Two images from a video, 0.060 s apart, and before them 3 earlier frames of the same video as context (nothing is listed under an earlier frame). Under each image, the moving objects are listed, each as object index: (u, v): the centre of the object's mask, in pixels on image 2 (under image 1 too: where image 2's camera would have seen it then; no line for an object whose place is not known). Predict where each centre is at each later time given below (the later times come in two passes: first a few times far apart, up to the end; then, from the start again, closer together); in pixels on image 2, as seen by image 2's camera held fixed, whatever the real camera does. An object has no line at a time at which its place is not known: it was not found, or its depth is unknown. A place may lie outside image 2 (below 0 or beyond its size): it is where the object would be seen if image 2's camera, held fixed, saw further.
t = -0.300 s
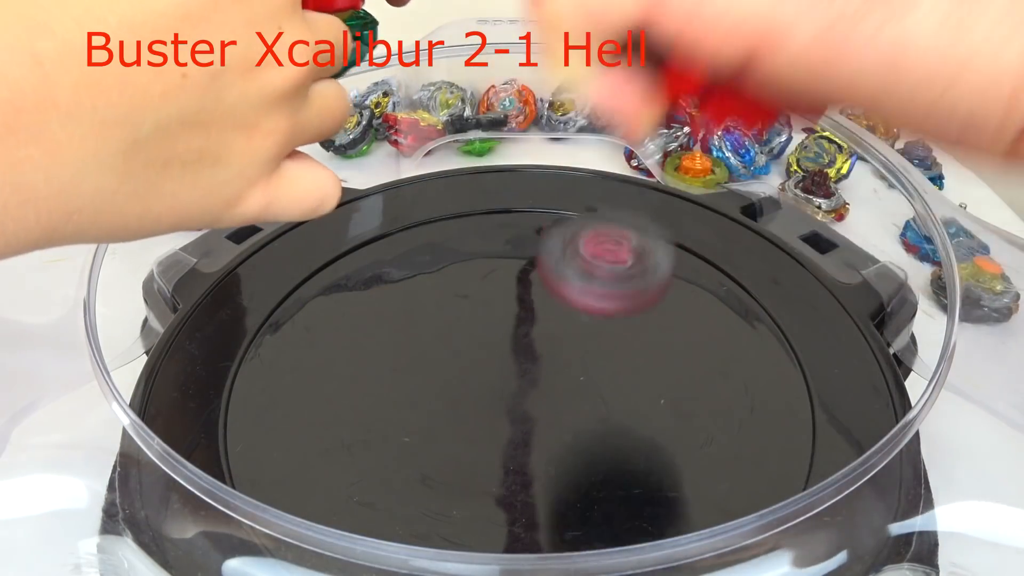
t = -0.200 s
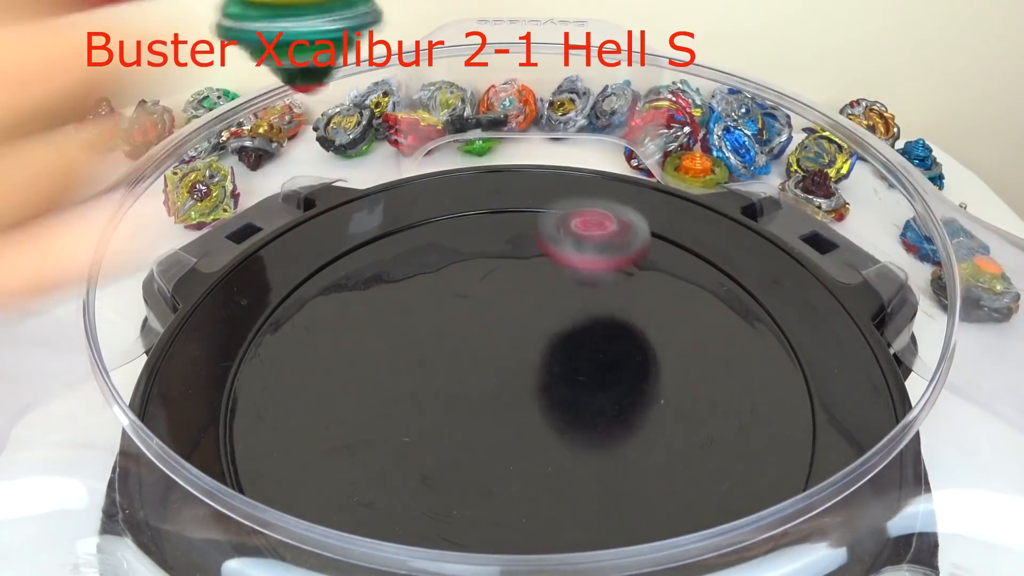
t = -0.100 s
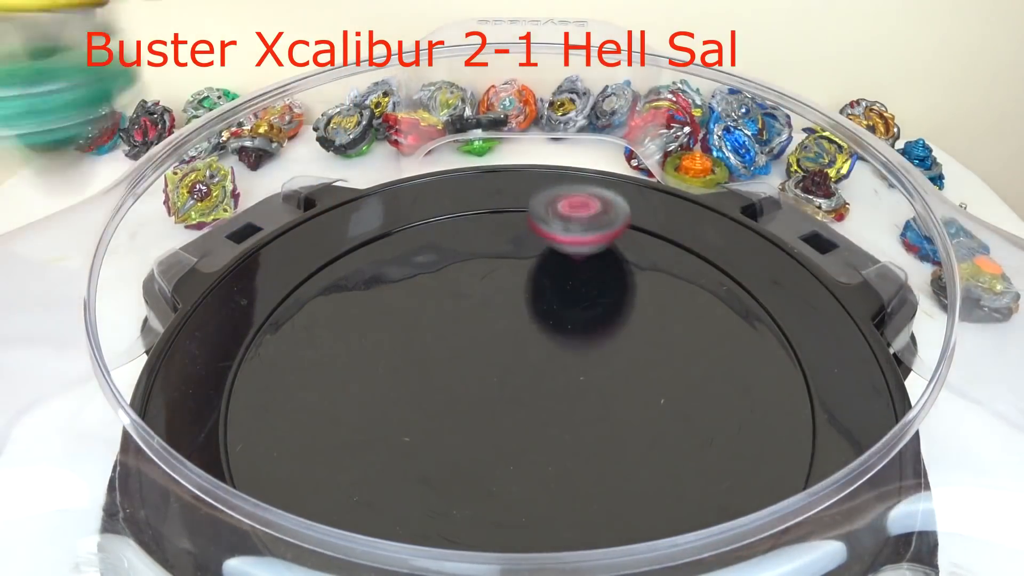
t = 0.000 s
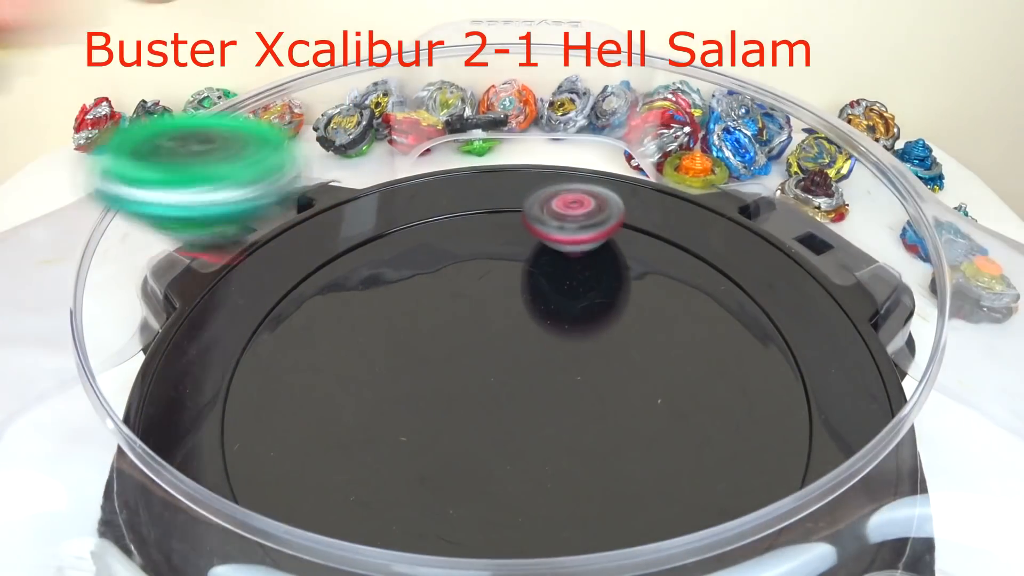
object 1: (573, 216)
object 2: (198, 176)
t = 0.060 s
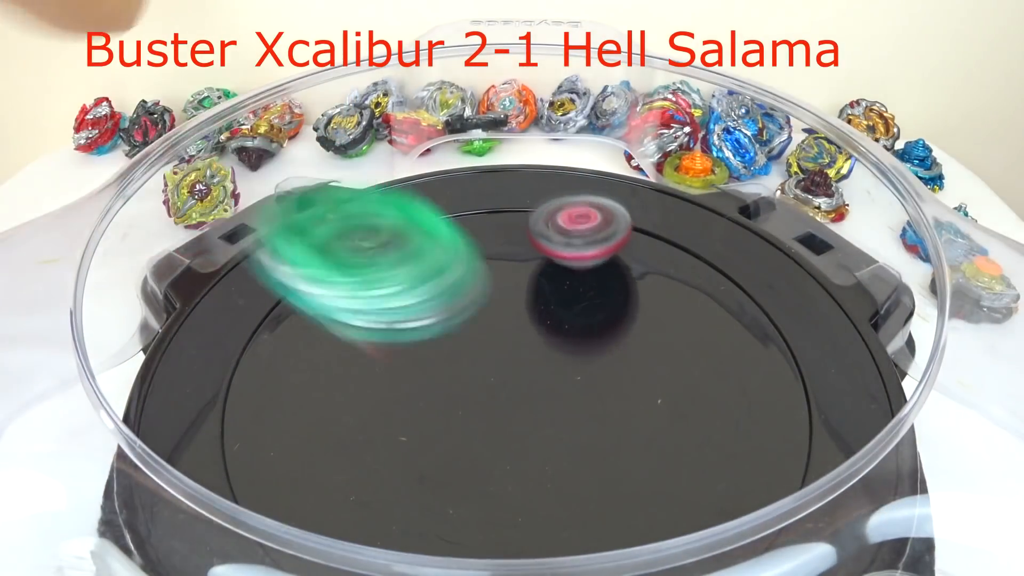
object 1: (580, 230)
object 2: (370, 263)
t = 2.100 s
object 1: (532, 380)
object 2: (252, 475)
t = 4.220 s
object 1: (508, 363)
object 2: (239, 438)
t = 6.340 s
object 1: (498, 357)
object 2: (425, 219)
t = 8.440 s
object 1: (504, 356)
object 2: (670, 475)
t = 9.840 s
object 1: (495, 356)
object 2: (639, 471)
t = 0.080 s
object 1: (584, 237)
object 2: (428, 316)
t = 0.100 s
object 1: (588, 245)
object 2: (482, 374)
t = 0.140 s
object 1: (597, 263)
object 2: (573, 487)
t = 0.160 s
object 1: (602, 272)
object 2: (612, 466)
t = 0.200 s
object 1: (613, 292)
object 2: (676, 389)
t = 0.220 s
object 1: (615, 299)
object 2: (703, 362)
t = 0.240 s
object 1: (620, 313)
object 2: (730, 345)
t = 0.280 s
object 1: (636, 338)
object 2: (767, 335)
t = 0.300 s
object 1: (638, 350)
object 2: (779, 340)
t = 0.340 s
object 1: (635, 375)
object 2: (781, 276)
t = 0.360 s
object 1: (631, 387)
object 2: (777, 249)
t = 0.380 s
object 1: (623, 398)
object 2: (771, 233)
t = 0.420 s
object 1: (600, 416)
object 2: (756, 221)
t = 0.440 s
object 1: (585, 422)
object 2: (747, 224)
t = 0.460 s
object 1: (567, 428)
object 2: (734, 202)
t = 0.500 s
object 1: (528, 433)
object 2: (699, 169)
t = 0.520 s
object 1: (509, 432)
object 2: (678, 164)
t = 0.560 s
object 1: (472, 424)
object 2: (635, 173)
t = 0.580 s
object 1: (454, 418)
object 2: (616, 161)
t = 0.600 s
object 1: (438, 409)
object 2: (594, 148)
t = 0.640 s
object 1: (412, 390)
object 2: (551, 145)
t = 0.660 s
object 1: (403, 379)
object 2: (530, 153)
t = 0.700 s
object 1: (391, 355)
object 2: (488, 138)
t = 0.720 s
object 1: (389, 344)
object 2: (466, 136)
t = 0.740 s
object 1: (389, 332)
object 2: (445, 142)
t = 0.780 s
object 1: (398, 312)
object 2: (414, 159)
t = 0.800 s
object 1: (405, 303)
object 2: (404, 170)
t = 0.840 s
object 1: (421, 285)
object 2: (382, 193)
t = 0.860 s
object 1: (432, 279)
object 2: (371, 209)
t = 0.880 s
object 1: (447, 276)
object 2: (358, 222)
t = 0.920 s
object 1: (480, 274)
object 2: (336, 252)
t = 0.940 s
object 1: (497, 273)
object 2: (325, 268)
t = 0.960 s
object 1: (513, 274)
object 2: (316, 287)
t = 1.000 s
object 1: (544, 280)
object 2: (302, 326)
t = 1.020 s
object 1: (559, 284)
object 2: (299, 347)
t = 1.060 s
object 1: (584, 294)
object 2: (304, 390)
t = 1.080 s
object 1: (594, 302)
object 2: (314, 413)
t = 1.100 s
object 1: (602, 311)
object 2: (328, 435)
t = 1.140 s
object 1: (611, 330)
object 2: (371, 473)
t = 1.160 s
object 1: (613, 341)
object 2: (401, 487)
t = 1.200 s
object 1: (609, 364)
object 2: (470, 502)
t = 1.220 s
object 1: (603, 374)
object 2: (507, 505)
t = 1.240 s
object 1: (594, 385)
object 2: (545, 505)
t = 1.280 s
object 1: (569, 400)
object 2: (619, 496)
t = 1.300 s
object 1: (554, 409)
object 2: (654, 487)
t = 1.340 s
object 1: (523, 420)
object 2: (717, 461)
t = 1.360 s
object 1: (505, 421)
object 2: (743, 444)
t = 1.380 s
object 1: (488, 421)
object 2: (765, 425)
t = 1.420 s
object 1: (456, 416)
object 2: (792, 379)
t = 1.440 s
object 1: (441, 411)
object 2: (799, 357)
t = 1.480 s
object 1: (418, 396)
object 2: (782, 317)
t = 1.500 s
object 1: (410, 386)
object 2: (764, 298)
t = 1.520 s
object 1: (403, 377)
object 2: (747, 282)
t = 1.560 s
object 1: (397, 358)
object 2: (709, 251)
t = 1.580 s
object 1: (398, 348)
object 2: (690, 239)
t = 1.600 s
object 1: (400, 339)
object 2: (671, 227)
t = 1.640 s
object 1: (410, 324)
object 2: (632, 206)
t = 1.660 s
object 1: (416, 318)
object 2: (611, 198)
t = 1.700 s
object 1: (433, 309)
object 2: (562, 192)
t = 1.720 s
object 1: (443, 305)
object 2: (537, 191)
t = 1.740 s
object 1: (453, 303)
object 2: (514, 191)
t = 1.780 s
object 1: (474, 302)
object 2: (465, 195)
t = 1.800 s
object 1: (485, 303)
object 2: (441, 199)
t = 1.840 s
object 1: (505, 309)
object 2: (392, 210)
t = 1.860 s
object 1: (515, 313)
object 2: (369, 219)
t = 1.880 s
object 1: (524, 318)
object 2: (346, 229)
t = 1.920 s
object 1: (537, 329)
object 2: (304, 257)
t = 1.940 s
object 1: (542, 334)
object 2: (285, 273)
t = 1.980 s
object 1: (548, 346)
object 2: (252, 313)
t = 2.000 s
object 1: (548, 352)
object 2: (238, 337)
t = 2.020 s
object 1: (547, 358)
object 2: (229, 362)
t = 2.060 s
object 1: (543, 369)
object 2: (226, 417)
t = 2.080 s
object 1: (538, 375)
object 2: (241, 441)
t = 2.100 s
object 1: (532, 380)
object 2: (252, 475)
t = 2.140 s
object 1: (520, 386)
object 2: (308, 515)
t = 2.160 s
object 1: (513, 389)
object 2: (347, 526)
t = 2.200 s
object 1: (495, 390)
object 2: (449, 536)
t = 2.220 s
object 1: (487, 389)
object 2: (498, 539)
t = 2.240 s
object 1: (479, 388)
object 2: (546, 538)
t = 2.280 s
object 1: (465, 384)
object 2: (648, 533)
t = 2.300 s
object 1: (460, 381)
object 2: (685, 522)
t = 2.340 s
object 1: (453, 376)
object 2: (753, 489)
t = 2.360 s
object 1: (451, 373)
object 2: (775, 471)
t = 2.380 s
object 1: (449, 370)
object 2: (784, 439)
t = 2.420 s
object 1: (450, 365)
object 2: (805, 396)
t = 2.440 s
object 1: (452, 362)
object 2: (804, 370)
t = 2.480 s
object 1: (456, 357)
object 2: (787, 322)
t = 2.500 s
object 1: (459, 355)
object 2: (775, 302)
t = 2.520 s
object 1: (462, 354)
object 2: (761, 284)
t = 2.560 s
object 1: (468, 350)
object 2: (727, 251)
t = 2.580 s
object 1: (473, 349)
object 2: (709, 238)
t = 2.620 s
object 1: (480, 347)
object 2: (668, 216)
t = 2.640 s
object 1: (484, 347)
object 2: (645, 208)
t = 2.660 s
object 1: (487, 346)
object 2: (622, 201)
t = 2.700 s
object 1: (494, 347)
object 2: (574, 191)
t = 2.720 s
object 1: (497, 348)
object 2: (548, 189)
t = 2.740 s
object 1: (499, 349)
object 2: (523, 188)
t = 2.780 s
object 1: (503, 352)
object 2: (473, 190)
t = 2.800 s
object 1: (504, 354)
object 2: (448, 194)
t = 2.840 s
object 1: (504, 358)
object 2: (399, 204)
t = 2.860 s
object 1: (503, 361)
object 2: (375, 213)
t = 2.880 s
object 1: (503, 363)
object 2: (351, 223)
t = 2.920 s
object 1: (500, 369)
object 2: (308, 248)
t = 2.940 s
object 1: (499, 371)
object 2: (288, 265)
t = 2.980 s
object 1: (496, 374)
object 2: (254, 302)
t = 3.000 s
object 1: (495, 376)
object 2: (242, 323)
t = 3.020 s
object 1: (493, 377)
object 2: (232, 347)
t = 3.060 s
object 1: (490, 377)
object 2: (223, 396)
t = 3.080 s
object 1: (489, 377)
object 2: (228, 422)
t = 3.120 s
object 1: (488, 376)
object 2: (259, 461)
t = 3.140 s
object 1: (487, 374)
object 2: (269, 494)
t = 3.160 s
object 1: (486, 373)
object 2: (296, 510)
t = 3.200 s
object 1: (484, 370)
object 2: (359, 528)
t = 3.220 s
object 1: (483, 368)
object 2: (406, 528)
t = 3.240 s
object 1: (483, 366)
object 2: (445, 535)
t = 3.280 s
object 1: (484, 363)
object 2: (521, 539)
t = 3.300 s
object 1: (484, 362)
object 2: (559, 536)
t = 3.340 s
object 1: (485, 359)
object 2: (642, 534)
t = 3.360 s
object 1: (486, 358)
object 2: (672, 527)
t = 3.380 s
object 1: (487, 357)
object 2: (701, 518)
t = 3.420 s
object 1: (490, 356)
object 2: (753, 491)
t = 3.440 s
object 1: (491, 356)
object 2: (772, 474)
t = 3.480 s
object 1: (494, 355)
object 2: (791, 429)
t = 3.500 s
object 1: (496, 356)
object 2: (800, 410)
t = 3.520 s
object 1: (497, 356)
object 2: (802, 390)
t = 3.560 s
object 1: (500, 356)
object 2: (794, 346)
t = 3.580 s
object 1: (503, 357)
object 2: (786, 327)
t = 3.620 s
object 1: (505, 358)
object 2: (762, 292)
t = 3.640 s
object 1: (505, 359)
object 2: (748, 276)
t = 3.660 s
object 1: (506, 359)
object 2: (731, 262)
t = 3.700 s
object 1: (507, 360)
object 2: (696, 236)
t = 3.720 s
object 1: (508, 361)
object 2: (678, 225)
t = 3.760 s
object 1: (508, 361)
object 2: (638, 207)
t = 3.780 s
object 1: (508, 362)
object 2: (615, 199)
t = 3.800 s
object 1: (508, 363)
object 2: (593, 194)
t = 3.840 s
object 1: (507, 365)
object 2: (541, 190)
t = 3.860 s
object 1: (507, 366)
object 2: (516, 190)
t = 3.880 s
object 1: (506, 366)
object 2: (490, 191)
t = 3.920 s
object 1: (505, 367)
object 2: (439, 195)
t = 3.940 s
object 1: (505, 368)
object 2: (414, 200)
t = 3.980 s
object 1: (505, 368)
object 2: (367, 216)
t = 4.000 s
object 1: (505, 368)
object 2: (345, 225)
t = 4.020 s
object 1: (505, 368)
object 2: (324, 238)
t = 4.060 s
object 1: (505, 369)
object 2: (286, 266)
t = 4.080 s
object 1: (505, 369)
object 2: (270, 283)
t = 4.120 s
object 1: (507, 368)
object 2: (243, 323)
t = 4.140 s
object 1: (508, 367)
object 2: (234, 345)
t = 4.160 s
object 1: (509, 366)
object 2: (226, 367)
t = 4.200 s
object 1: (509, 364)
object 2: (228, 418)
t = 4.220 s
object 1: (508, 363)
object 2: (239, 438)
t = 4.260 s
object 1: (506, 361)
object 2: (265, 488)
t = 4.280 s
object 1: (505, 361)
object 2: (291, 506)
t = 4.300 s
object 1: (505, 360)
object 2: (318, 517)
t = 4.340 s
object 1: (505, 359)
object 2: (392, 523)
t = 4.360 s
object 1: (505, 359)
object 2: (428, 531)
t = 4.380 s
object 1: (505, 359)
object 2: (465, 536)
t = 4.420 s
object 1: (504, 358)
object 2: (539, 536)
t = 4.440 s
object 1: (504, 358)
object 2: (574, 532)
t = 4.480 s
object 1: (503, 359)
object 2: (648, 527)
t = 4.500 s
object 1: (501, 359)
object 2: (674, 517)
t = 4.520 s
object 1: (500, 359)
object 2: (698, 505)
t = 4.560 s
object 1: (500, 358)
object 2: (733, 467)
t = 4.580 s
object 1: (499, 358)
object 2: (750, 452)
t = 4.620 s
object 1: (498, 358)
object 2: (769, 413)
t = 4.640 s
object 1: (498, 358)
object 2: (769, 391)
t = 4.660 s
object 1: (497, 358)
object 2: (767, 368)
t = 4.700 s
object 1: (496, 357)
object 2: (752, 330)
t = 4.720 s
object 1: (496, 357)
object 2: (743, 313)
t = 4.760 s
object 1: (495, 356)
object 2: (717, 282)
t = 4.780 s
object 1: (495, 356)
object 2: (704, 269)
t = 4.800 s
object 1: (494, 356)
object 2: (687, 257)
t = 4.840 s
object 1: (493, 355)
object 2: (654, 236)
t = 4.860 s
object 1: (492, 355)
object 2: (636, 227)
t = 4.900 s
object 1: (491, 355)
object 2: (599, 213)
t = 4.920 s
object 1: (491, 355)
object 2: (581, 208)
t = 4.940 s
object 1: (490, 355)
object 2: (561, 203)
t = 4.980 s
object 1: (490, 354)
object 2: (522, 197)
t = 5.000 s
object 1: (490, 354)
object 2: (500, 196)
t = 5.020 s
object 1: (490, 355)
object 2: (480, 195)
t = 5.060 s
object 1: (490, 355)
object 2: (438, 197)
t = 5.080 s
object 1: (490, 355)
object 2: (418, 199)
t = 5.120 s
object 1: (491, 356)
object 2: (379, 213)
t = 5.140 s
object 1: (491, 356)
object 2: (360, 221)
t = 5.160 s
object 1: (492, 356)
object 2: (342, 230)
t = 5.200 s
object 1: (493, 357)
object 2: (310, 252)
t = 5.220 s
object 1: (493, 357)
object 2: (296, 263)
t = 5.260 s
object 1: (494, 358)
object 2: (267, 291)
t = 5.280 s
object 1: (494, 358)
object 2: (257, 306)
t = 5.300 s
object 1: (493, 359)
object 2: (246, 323)
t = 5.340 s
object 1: (493, 358)
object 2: (232, 360)
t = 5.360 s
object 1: (493, 359)
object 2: (228, 380)
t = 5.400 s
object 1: (493, 359)
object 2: (233, 421)
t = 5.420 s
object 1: (492, 359)
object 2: (244, 439)
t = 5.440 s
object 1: (492, 360)
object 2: (259, 455)
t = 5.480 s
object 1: (491, 360)
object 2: (288, 496)
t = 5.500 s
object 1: (491, 360)
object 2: (311, 507)
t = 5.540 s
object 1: (490, 361)
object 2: (365, 523)
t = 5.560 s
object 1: (490, 361)
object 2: (403, 521)
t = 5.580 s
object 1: (490, 361)
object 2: (435, 527)
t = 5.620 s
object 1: (490, 362)
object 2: (498, 531)
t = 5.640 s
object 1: (490, 362)
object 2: (531, 530)
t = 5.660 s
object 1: (490, 362)
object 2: (564, 527)
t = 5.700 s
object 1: (490, 362)
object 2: (622, 514)
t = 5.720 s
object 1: (491, 362)
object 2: (648, 505)
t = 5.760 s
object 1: (492, 363)
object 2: (690, 484)
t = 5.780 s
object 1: (491, 363)
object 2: (708, 472)
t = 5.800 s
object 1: (491, 363)
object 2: (723, 459)
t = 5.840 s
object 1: (491, 364)
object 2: (744, 426)
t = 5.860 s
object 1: (491, 364)
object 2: (747, 407)
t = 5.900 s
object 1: (490, 364)
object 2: (745, 369)
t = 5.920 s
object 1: (490, 364)
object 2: (742, 352)
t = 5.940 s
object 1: (490, 364)
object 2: (736, 336)
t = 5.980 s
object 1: (489, 364)
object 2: (718, 306)
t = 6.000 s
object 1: (489, 364)
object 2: (708, 292)
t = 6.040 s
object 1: (488, 363)
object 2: (683, 267)
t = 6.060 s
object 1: (489, 362)
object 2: (669, 256)
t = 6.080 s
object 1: (490, 362)
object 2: (654, 246)
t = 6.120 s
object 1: (490, 361)
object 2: (622, 229)
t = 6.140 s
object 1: (491, 361)
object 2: (604, 223)
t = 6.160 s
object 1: (492, 360)
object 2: (587, 217)
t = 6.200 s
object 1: (494, 359)
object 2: (551, 210)
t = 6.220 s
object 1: (495, 358)
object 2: (533, 208)
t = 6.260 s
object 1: (496, 358)
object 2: (496, 208)
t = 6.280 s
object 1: (497, 357)
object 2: (477, 209)
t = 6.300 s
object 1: (497, 357)
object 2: (459, 212)
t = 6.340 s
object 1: (498, 357)
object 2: (425, 219)
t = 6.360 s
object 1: (498, 357)
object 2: (408, 224)
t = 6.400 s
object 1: (498, 357)
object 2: (376, 237)
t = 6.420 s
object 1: (498, 357)
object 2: (361, 244)
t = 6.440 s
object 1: (499, 357)
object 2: (346, 253)
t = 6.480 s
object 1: (499, 359)
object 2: (321, 273)
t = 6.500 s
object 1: (499, 359)
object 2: (309, 285)
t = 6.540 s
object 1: (499, 360)
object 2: (288, 311)
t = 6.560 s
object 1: (499, 361)
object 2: (281, 326)
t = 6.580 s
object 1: (499, 362)
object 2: (276, 341)
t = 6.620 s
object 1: (499, 363)
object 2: (270, 373)
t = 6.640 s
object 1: (499, 363)
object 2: (271, 390)
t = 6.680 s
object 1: (499, 363)
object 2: (280, 427)
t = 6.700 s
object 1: (499, 364)
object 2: (288, 444)
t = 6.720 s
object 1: (500, 364)
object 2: (302, 459)
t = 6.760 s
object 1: (500, 363)
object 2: (336, 482)
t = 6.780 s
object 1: (500, 363)
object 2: (356, 492)
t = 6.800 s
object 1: (501, 363)
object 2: (378, 500)
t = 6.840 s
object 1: (501, 363)
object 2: (429, 513)
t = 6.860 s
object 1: (501, 362)
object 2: (456, 517)
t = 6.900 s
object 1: (502, 362)
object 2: (511, 519)
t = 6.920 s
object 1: (503, 362)
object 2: (539, 518)
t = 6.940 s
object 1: (502, 362)
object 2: (566, 515)
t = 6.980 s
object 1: (503, 361)
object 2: (615, 504)
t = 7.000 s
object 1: (503, 361)
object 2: (637, 497)
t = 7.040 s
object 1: (503, 361)
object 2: (676, 479)
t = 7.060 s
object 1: (503, 361)
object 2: (692, 469)
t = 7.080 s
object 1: (503, 361)
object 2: (706, 457)
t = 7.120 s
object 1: (503, 361)
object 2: (725, 426)
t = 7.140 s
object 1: (503, 361)
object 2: (730, 410)
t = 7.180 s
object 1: (503, 361)
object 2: (733, 378)
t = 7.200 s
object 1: (503, 361)
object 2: (732, 363)
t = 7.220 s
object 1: (503, 361)
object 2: (729, 348)
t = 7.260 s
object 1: (503, 361)
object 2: (719, 321)
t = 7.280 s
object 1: (503, 361)
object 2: (711, 309)
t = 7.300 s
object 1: (503, 361)
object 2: (703, 297)
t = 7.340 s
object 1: (502, 361)
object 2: (682, 275)
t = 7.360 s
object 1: (502, 360)
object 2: (670, 266)
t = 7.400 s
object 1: (502, 360)
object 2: (644, 249)
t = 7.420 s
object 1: (502, 360)
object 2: (630, 241)
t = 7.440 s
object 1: (502, 360)
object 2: (615, 236)
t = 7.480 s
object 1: (502, 360)
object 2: (584, 226)
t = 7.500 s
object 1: (501, 360)
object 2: (569, 223)
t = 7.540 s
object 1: (500, 360)
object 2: (536, 219)
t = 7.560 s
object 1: (500, 360)
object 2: (520, 218)
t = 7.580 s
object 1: (500, 360)
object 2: (504, 219)
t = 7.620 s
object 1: (500, 359)
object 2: (473, 222)
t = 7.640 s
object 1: (500, 359)
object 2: (458, 224)
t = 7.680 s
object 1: (499, 359)
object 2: (427, 232)
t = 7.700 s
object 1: (498, 359)
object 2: (413, 237)
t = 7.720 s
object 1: (498, 359)
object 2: (399, 242)
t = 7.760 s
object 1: (498, 359)
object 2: (372, 255)
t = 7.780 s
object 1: (497, 359)
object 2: (360, 262)
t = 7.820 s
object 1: (497, 358)
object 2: (338, 279)
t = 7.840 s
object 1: (497, 358)
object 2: (328, 289)
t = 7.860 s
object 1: (497, 358)
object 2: (318, 299)
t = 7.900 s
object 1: (496, 358)
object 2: (302, 321)
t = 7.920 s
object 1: (496, 358)
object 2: (295, 333)
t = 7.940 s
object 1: (495, 358)
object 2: (290, 346)
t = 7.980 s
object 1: (496, 357)
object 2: (284, 373)
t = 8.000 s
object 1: (496, 357)
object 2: (284, 388)
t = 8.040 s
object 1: (496, 356)
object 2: (289, 418)
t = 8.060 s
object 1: (496, 356)
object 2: (294, 434)
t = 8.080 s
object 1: (495, 356)
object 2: (302, 448)
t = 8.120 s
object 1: (495, 355)
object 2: (328, 472)
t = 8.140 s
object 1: (495, 355)
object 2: (343, 481)
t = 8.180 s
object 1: (496, 354)
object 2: (381, 497)
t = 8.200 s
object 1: (497, 354)
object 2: (402, 503)
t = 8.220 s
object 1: (497, 354)
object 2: (424, 508)
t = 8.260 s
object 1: (498, 354)
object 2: (472, 515)
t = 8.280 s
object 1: (499, 354)
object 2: (497, 516)
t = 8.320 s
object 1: (500, 354)
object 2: (545, 513)
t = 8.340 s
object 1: (501, 354)
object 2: (569, 510)
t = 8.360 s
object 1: (502, 354)
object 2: (593, 505)
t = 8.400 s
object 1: (502, 355)
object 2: (635, 492)
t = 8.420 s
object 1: (503, 356)
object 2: (654, 484)
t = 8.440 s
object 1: (504, 356)
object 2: (670, 475)
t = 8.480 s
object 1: (505, 357)
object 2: (698, 451)
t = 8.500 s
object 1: (505, 358)
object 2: (706, 436)
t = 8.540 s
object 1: (505, 360)
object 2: (718, 405)
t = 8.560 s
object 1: (505, 360)
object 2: (721, 390)
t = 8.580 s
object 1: (505, 361)
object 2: (721, 375)
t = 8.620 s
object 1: (506, 362)
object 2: (717, 346)
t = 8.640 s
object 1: (506, 363)
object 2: (713, 332)
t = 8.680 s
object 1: (505, 364)
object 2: (700, 307)
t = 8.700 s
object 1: (505, 364)
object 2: (691, 295)
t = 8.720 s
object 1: (505, 365)
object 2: (681, 284)
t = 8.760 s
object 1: (505, 366)
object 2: (659, 265)
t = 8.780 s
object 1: (505, 367)
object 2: (647, 257)
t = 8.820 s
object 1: (504, 367)
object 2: (620, 244)
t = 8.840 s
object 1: (504, 368)
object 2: (606, 238)
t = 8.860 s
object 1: (504, 368)
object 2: (591, 233)
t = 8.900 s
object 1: (504, 368)
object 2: (561, 226)
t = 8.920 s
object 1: (503, 368)
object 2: (546, 223)
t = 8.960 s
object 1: (503, 368)
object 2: (515, 221)
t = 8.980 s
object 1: (503, 368)
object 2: (500, 221)
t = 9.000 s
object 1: (503, 369)
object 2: (485, 222)
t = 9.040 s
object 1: (502, 369)
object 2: (456, 226)
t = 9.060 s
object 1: (502, 369)
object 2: (441, 229)
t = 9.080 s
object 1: (501, 368)
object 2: (428, 233)
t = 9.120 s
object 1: (502, 368)
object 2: (401, 243)
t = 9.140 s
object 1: (501, 368)
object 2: (388, 249)
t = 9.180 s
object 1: (499, 368)
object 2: (365, 262)
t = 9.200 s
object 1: (499, 368)
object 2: (354, 270)
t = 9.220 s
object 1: (498, 367)
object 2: (343, 279)
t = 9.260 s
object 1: (498, 368)
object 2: (325, 298)
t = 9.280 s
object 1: (496, 368)
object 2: (317, 308)
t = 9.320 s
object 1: (495, 367)
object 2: (306, 331)
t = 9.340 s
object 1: (495, 367)
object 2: (302, 343)
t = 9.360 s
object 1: (495, 367)
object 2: (300, 356)
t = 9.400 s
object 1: (493, 367)
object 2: (299, 383)
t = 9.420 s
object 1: (492, 366)
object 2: (302, 396)
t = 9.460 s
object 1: (493, 366)
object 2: (312, 424)
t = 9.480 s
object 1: (492, 366)
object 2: (320, 438)
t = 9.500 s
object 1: (491, 366)
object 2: (330, 451)
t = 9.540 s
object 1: (491, 365)
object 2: (357, 474)
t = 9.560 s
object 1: (491, 364)
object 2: (374, 482)
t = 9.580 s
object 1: (491, 364)
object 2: (391, 489)
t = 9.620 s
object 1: (490, 363)
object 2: (430, 499)
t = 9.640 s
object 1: (490, 362)
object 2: (451, 502)
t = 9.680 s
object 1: (491, 361)
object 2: (494, 505)
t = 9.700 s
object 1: (491, 361)
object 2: (515, 505)
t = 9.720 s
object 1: (491, 360)
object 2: (536, 503)
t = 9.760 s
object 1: (493, 359)
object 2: (575, 497)
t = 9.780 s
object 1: (494, 358)
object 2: (593, 492)
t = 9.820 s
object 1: (494, 357)
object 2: (625, 479)
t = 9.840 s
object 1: (495, 356)
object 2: (639, 471)
